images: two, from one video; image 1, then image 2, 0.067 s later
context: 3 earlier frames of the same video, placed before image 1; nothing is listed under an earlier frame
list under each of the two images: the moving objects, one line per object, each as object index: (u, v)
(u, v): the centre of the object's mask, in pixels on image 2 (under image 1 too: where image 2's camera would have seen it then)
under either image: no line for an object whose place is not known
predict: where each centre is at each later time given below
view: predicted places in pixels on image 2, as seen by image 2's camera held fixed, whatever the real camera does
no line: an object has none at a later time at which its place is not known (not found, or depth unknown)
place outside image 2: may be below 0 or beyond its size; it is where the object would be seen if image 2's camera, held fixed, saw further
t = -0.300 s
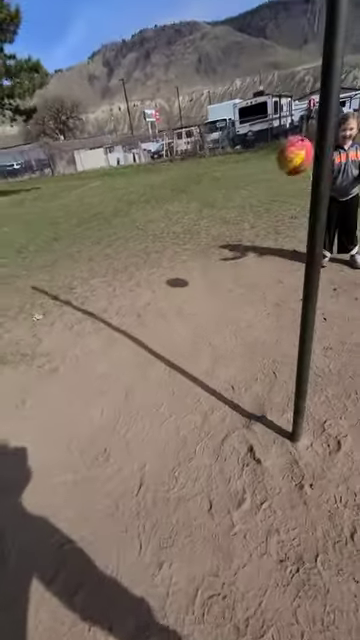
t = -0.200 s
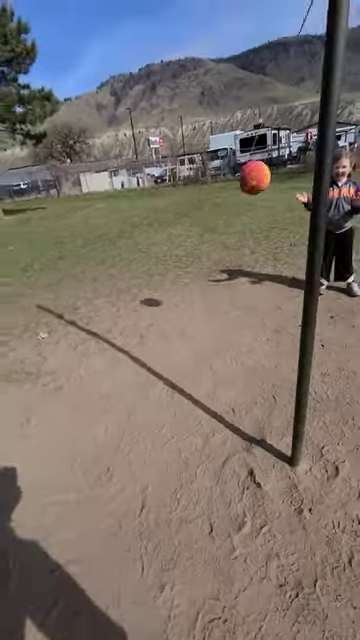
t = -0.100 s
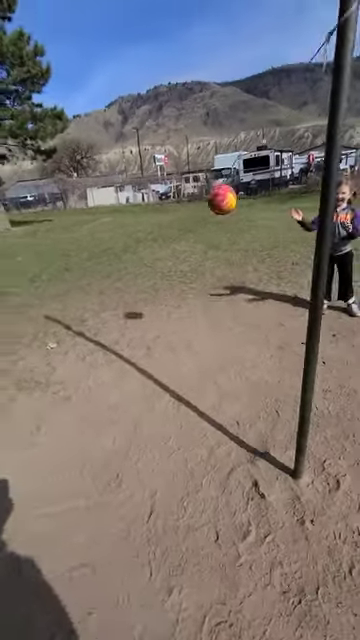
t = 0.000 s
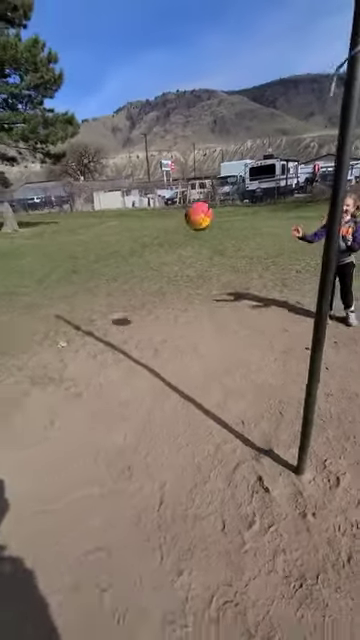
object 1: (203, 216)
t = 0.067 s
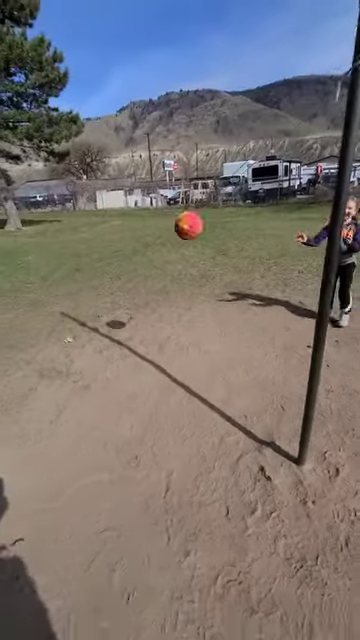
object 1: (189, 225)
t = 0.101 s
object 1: (181, 231)
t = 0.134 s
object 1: (173, 239)
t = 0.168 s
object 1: (165, 248)
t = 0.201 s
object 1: (157, 258)
